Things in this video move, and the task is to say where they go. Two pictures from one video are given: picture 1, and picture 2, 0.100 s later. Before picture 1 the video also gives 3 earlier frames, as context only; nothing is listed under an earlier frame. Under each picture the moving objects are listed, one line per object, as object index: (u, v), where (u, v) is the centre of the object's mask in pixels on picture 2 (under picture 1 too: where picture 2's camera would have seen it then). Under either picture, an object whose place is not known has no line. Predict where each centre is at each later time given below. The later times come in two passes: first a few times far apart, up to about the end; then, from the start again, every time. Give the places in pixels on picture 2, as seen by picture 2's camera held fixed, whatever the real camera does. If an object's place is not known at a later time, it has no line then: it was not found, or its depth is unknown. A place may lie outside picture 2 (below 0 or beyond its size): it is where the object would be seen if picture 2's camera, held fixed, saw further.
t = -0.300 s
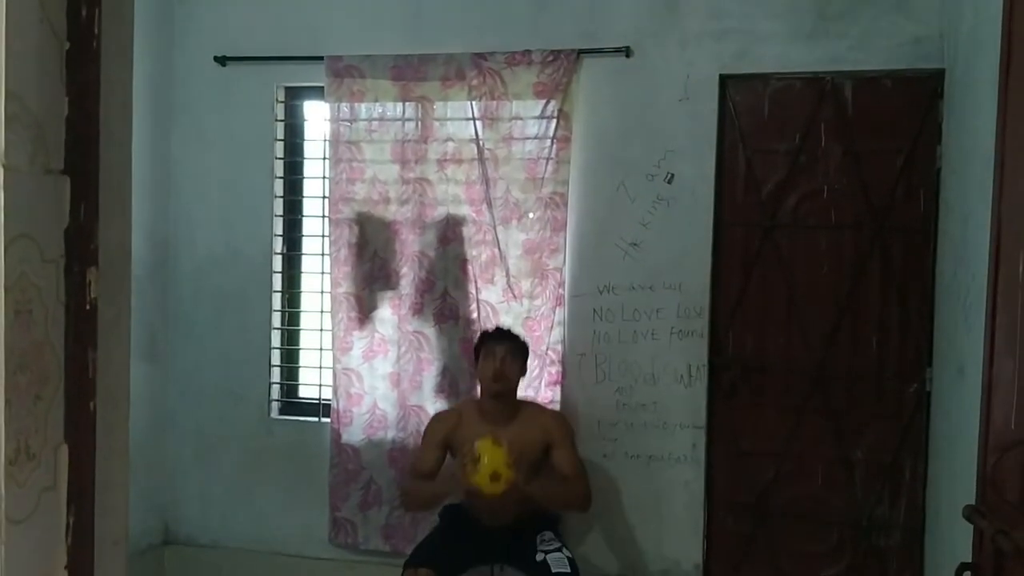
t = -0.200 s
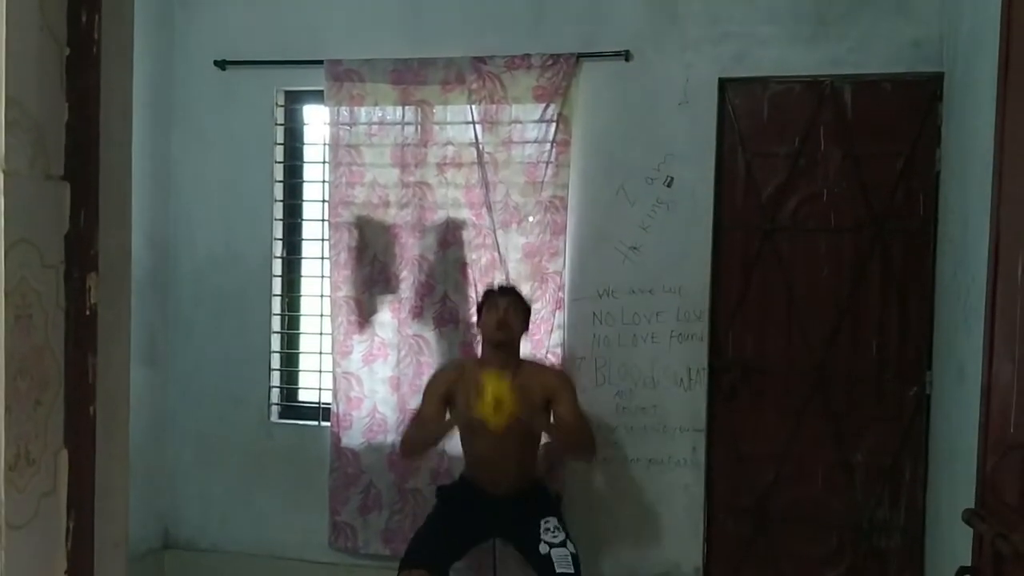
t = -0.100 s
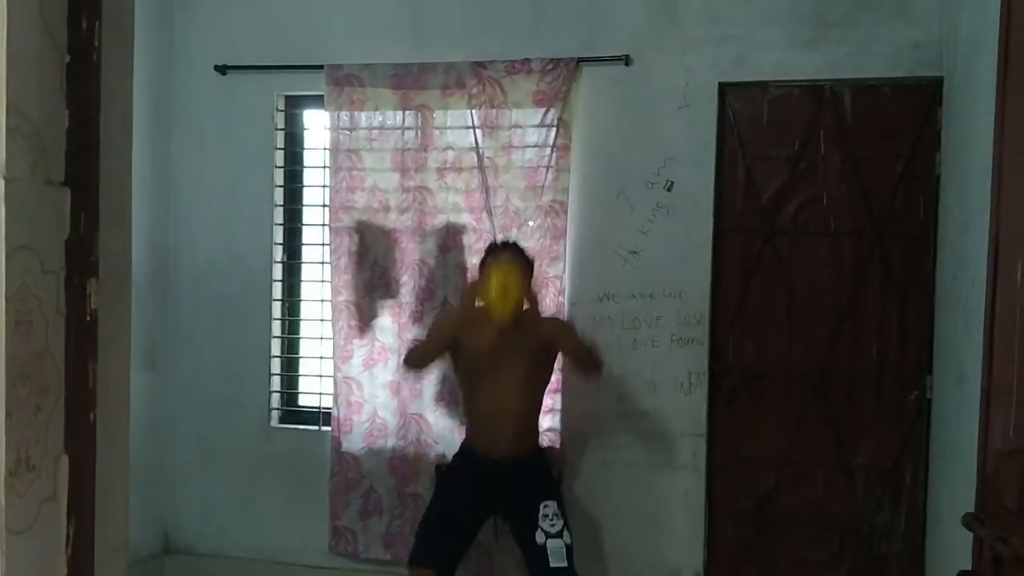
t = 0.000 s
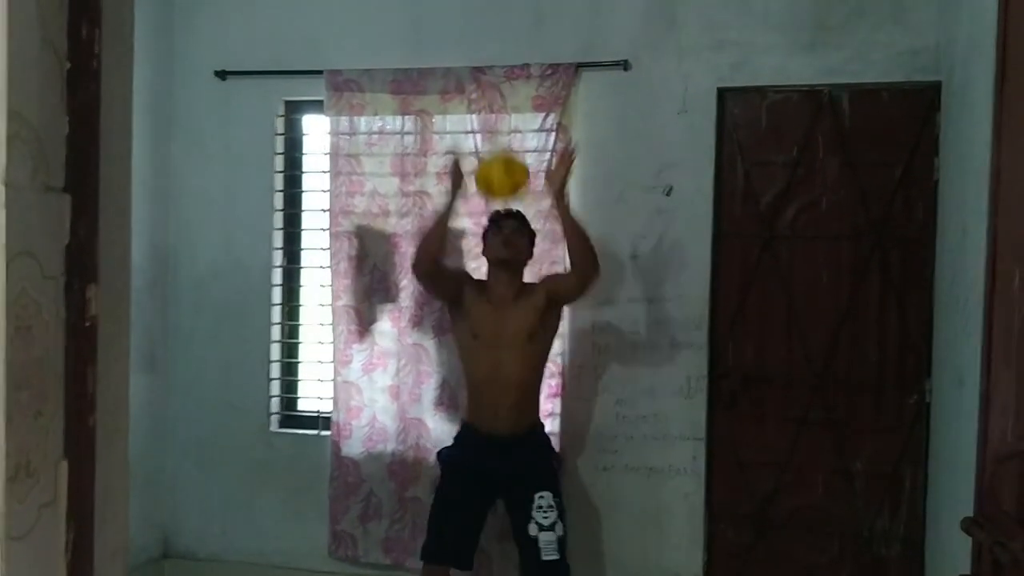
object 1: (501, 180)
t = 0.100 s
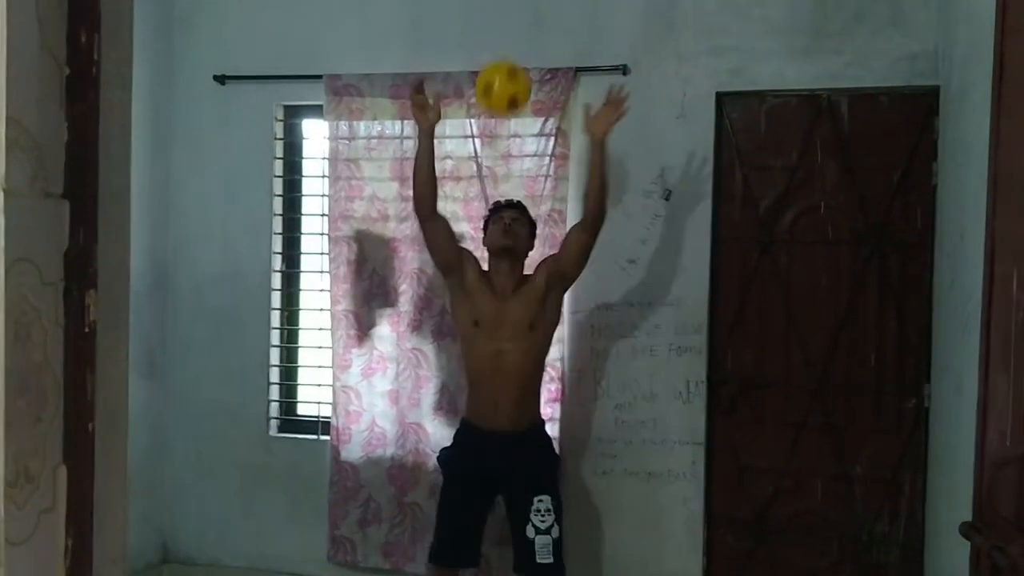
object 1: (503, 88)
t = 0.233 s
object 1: (506, 15)
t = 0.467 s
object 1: (506, 8)
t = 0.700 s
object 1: (501, 169)
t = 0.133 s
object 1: (504, 64)
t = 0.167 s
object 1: (505, 43)
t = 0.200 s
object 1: (505, 25)
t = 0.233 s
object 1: (506, 15)
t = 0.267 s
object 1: (506, 8)
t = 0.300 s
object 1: (506, 4)
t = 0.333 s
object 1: (506, 1)
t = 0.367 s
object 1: (506, 0)
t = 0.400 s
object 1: (506, 1)
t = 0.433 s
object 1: (506, 3)
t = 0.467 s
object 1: (506, 8)
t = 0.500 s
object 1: (505, 19)
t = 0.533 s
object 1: (505, 36)
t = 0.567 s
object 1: (505, 55)
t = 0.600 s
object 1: (504, 79)
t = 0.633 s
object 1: (503, 105)
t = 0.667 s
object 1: (502, 135)
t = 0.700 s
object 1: (501, 169)
